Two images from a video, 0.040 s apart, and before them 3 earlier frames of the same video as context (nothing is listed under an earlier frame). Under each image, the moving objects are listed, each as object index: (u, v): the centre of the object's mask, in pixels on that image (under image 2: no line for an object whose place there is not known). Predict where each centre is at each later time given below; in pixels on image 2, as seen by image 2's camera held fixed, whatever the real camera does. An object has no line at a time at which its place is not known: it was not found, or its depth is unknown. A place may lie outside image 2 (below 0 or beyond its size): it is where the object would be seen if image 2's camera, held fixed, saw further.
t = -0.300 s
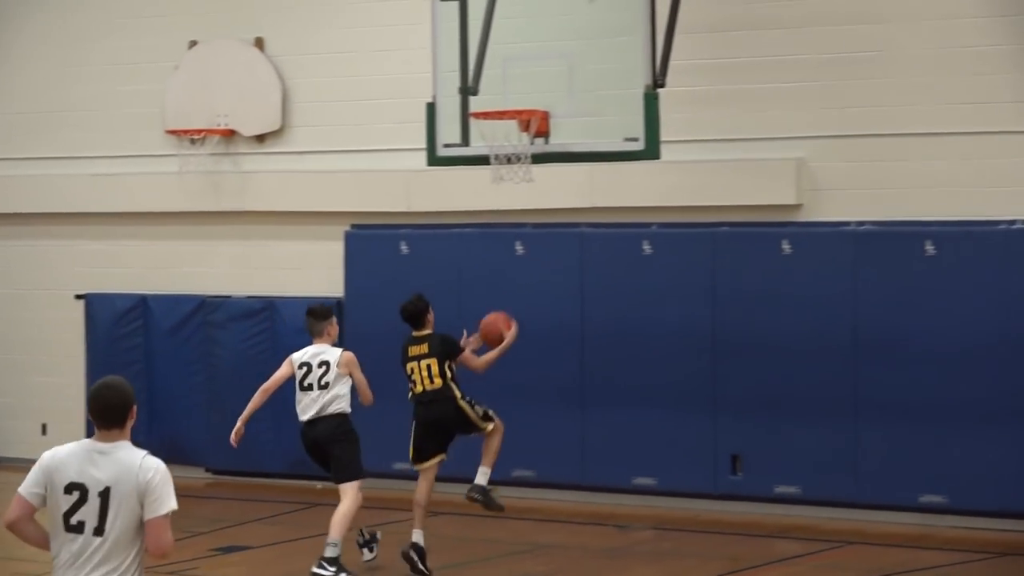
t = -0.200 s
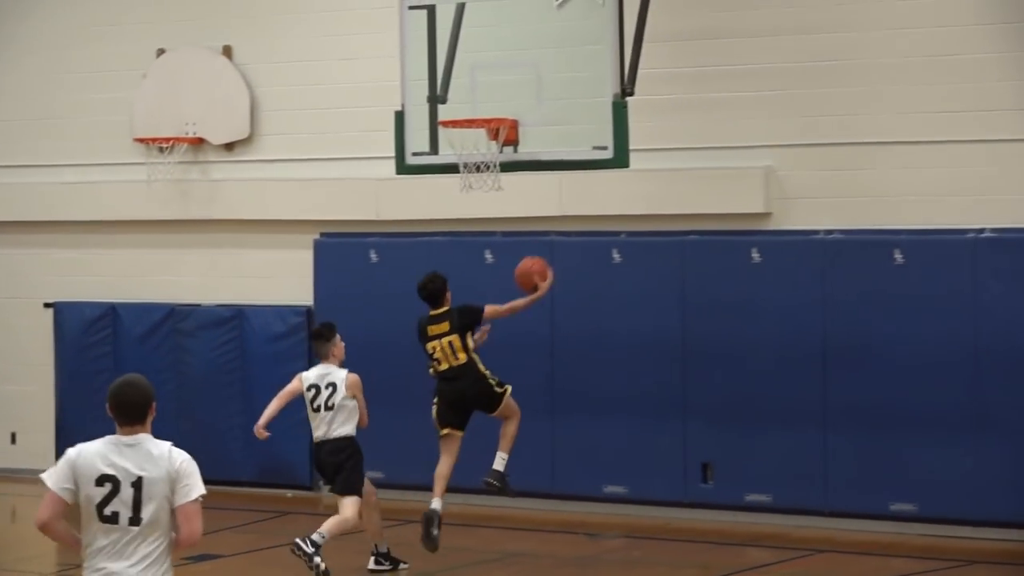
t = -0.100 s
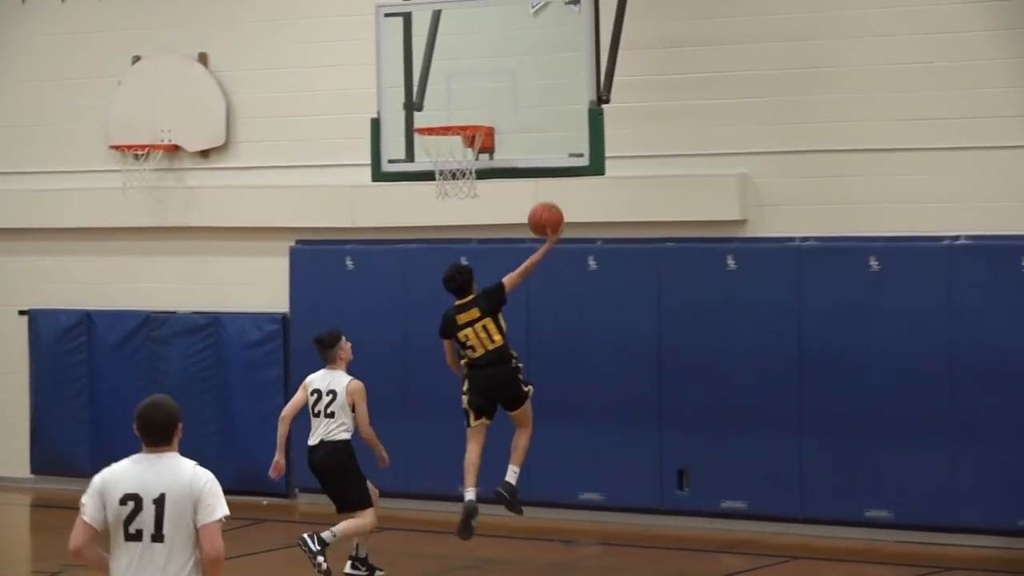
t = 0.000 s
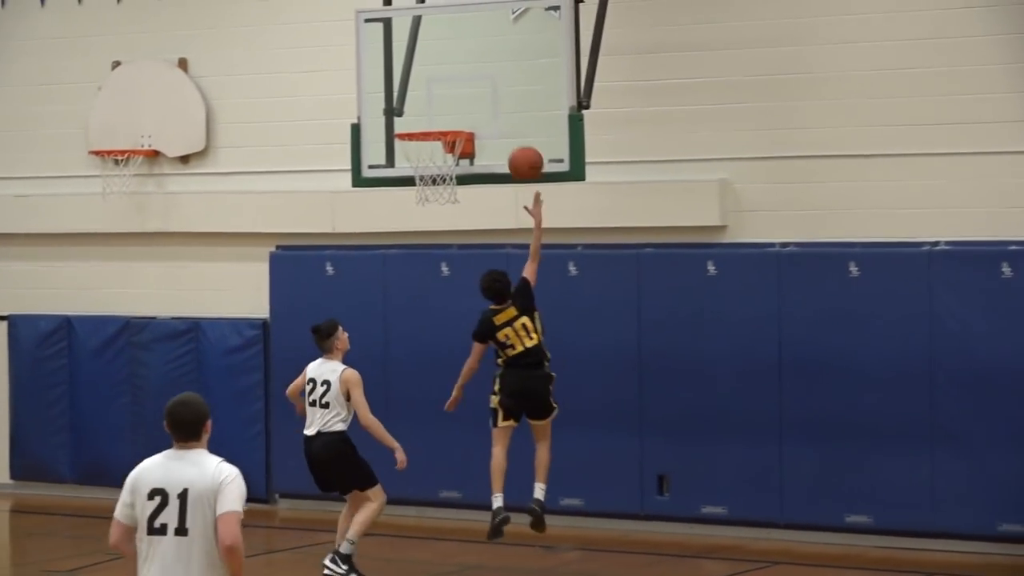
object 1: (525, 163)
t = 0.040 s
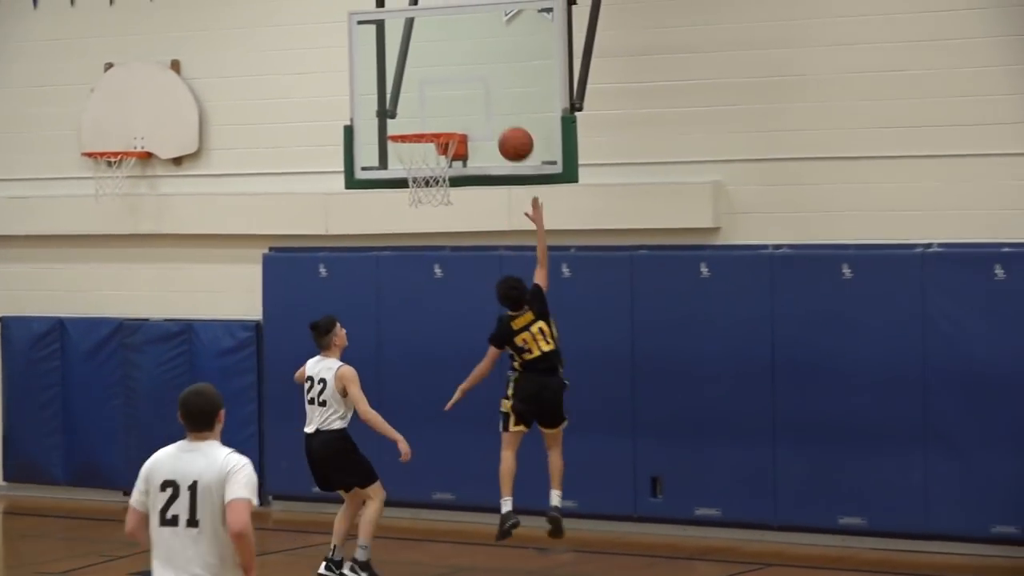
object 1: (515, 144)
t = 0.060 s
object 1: (514, 134)
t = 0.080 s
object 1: (513, 125)
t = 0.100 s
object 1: (512, 117)
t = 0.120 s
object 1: (510, 109)
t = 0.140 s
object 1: (507, 104)
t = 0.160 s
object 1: (503, 100)
